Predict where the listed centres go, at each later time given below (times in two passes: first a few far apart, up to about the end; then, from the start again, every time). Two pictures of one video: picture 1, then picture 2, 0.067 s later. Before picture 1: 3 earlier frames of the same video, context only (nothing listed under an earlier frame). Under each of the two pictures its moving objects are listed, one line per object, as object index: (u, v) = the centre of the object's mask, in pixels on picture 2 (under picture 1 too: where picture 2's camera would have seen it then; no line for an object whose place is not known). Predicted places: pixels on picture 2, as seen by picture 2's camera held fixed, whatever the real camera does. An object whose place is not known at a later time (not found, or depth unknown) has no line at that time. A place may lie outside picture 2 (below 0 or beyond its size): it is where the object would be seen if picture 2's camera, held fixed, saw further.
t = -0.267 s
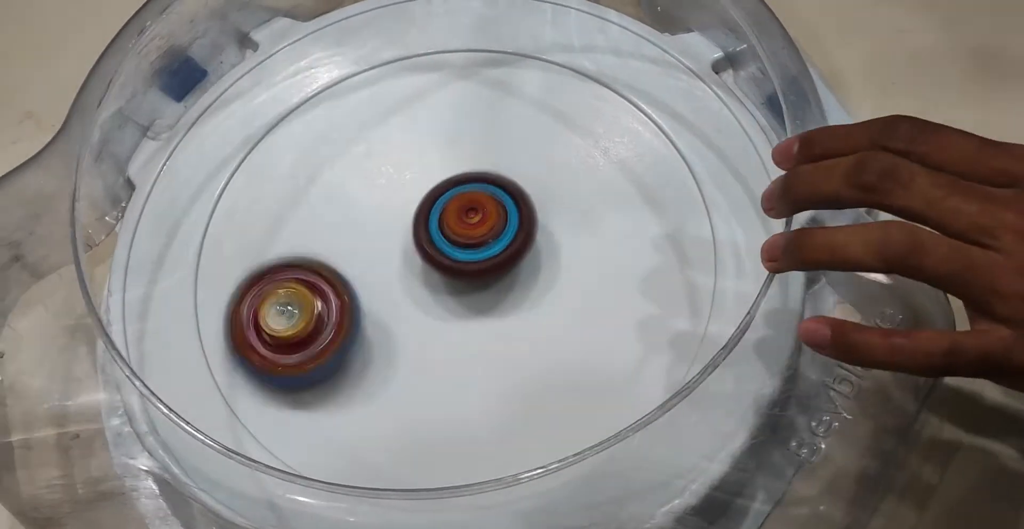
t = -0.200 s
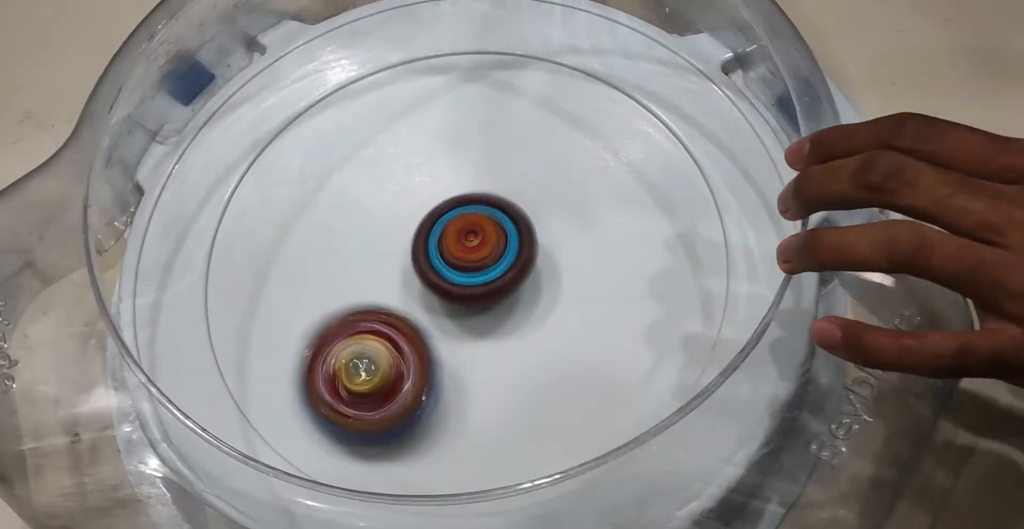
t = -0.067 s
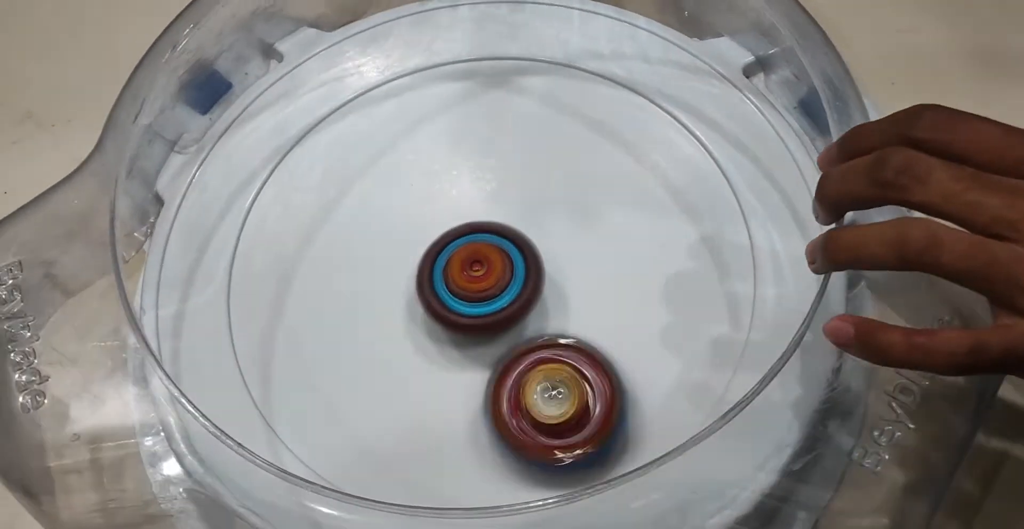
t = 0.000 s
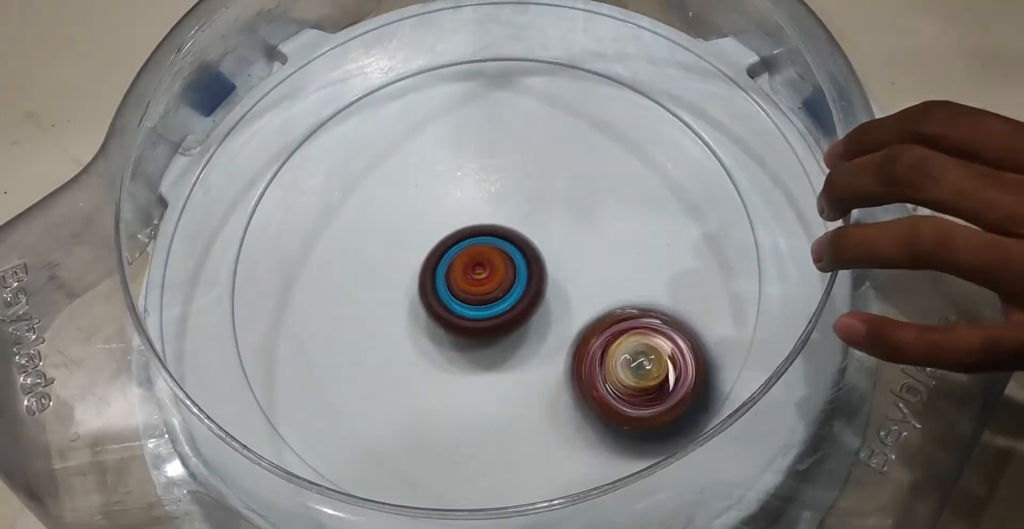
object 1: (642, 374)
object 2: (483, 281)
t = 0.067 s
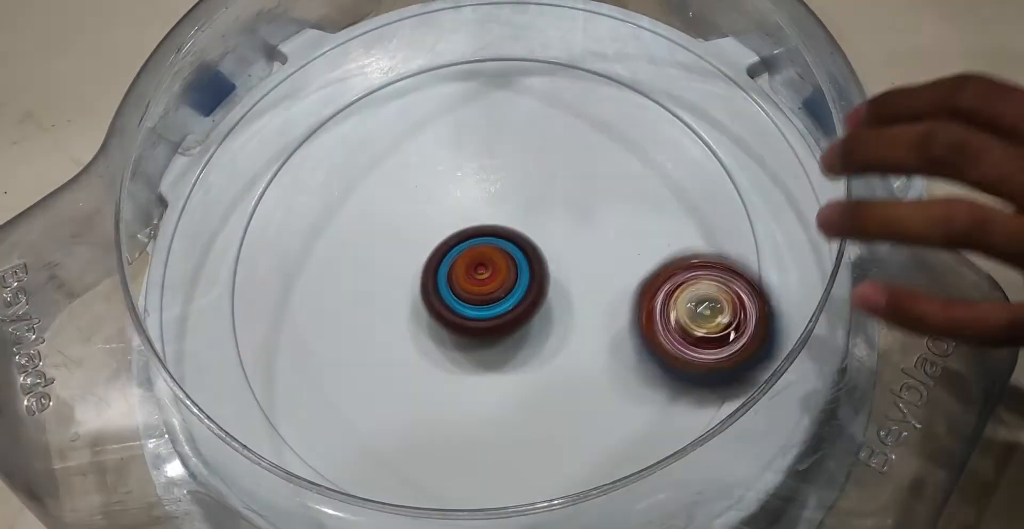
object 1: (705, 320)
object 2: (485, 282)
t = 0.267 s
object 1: (705, 139)
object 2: (498, 265)
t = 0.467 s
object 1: (518, 85)
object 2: (508, 265)
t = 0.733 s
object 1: (345, 298)
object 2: (493, 280)
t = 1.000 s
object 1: (525, 454)
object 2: (471, 270)
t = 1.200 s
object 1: (699, 352)
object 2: (478, 258)
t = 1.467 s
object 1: (530, 145)
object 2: (492, 266)
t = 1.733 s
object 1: (298, 227)
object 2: (478, 264)
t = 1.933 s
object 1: (294, 394)
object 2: (476, 257)
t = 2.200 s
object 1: (570, 382)
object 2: (491, 247)
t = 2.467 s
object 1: (659, 180)
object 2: (452, 222)
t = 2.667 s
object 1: (533, 81)
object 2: (452, 250)
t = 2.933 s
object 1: (345, 211)
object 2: (473, 265)
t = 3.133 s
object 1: (389, 368)
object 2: (497, 262)
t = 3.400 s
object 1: (625, 358)
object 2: (505, 240)
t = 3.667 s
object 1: (615, 163)
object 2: (501, 250)
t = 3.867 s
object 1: (452, 146)
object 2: (496, 264)
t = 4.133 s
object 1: (335, 312)
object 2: (494, 273)
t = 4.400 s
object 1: (525, 411)
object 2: (487, 271)
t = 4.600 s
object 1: (635, 283)
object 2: (480, 269)
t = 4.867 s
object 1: (514, 137)
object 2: (478, 262)
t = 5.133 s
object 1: (335, 218)
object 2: (484, 253)
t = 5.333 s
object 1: (375, 355)
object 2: (496, 249)
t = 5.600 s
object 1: (598, 339)
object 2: (505, 244)
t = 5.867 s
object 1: (618, 167)
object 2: (505, 246)
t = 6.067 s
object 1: (477, 138)
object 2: (500, 259)
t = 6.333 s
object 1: (354, 288)
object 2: (501, 279)
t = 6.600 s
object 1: (485, 414)
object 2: (495, 282)
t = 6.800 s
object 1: (621, 326)
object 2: (483, 270)
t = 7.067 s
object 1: (557, 168)
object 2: (455, 262)
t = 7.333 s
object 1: (396, 116)
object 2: (439, 298)
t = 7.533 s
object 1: (318, 211)
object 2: (451, 298)
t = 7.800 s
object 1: (382, 317)
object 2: (578, 301)
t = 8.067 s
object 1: (523, 284)
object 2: (689, 254)
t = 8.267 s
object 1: (542, 187)
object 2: (670, 241)
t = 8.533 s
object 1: (432, 167)
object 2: (592, 243)
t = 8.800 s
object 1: (363, 286)
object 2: (507, 257)
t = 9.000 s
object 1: (321, 382)
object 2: (546, 222)
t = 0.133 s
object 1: (743, 258)
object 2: (490, 278)
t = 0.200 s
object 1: (742, 193)
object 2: (494, 271)
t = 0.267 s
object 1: (705, 139)
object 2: (498, 265)
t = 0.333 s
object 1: (658, 96)
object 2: (503, 260)
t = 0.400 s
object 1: (591, 78)
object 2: (506, 260)
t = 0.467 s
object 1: (518, 85)
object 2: (508, 265)
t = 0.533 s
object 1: (449, 117)
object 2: (509, 270)
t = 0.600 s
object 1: (394, 168)
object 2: (506, 274)
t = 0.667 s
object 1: (358, 232)
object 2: (500, 279)
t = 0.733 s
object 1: (345, 298)
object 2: (493, 280)
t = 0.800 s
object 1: (358, 360)
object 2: (483, 280)
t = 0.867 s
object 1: (396, 417)
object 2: (476, 280)
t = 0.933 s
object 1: (454, 449)
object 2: (473, 277)
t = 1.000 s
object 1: (525, 454)
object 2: (471, 270)
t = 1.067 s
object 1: (605, 454)
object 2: (470, 265)
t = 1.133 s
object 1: (659, 403)
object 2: (473, 261)
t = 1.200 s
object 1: (699, 352)
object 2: (478, 258)
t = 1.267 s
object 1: (702, 284)
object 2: (484, 258)
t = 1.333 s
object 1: (675, 223)
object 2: (490, 259)
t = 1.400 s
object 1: (625, 178)
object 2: (492, 260)
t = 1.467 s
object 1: (530, 145)
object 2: (492, 266)
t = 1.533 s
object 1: (463, 144)
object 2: (489, 267)
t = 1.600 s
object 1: (400, 158)
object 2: (484, 267)
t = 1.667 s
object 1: (344, 186)
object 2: (481, 267)
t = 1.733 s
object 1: (298, 227)
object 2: (478, 264)
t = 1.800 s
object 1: (270, 278)
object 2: (475, 262)
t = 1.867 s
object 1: (267, 336)
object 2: (475, 260)
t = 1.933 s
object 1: (294, 394)
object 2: (476, 257)
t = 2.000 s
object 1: (353, 433)
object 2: (478, 254)
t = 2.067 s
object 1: (431, 445)
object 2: (483, 251)
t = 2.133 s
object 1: (510, 428)
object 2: (486, 248)
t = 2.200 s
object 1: (570, 382)
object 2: (491, 247)
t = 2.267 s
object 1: (607, 322)
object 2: (495, 245)
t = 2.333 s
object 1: (645, 274)
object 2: (476, 228)
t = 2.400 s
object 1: (666, 229)
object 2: (457, 219)
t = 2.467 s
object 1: (659, 180)
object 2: (452, 222)
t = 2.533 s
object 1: (631, 131)
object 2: (452, 231)
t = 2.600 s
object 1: (587, 96)
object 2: (451, 240)
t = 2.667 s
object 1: (533, 81)
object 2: (452, 250)
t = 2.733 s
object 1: (472, 88)
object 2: (455, 255)
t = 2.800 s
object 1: (416, 117)
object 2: (456, 258)
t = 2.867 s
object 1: (376, 164)
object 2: (460, 257)
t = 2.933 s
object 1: (345, 211)
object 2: (473, 265)
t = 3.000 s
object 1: (333, 264)
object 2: (486, 269)
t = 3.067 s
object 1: (349, 321)
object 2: (492, 269)
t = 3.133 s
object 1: (389, 368)
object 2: (497, 262)
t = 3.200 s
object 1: (443, 400)
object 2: (502, 257)
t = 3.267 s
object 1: (508, 409)
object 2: (503, 249)
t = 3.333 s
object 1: (575, 393)
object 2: (506, 244)
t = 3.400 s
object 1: (625, 358)
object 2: (505, 240)
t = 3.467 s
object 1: (661, 308)
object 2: (506, 238)
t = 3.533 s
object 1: (667, 254)
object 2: (505, 241)
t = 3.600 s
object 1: (653, 204)
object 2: (503, 244)
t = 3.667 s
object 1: (615, 163)
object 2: (501, 250)
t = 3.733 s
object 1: (567, 140)
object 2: (498, 255)
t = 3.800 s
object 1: (508, 132)
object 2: (496, 260)
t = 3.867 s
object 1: (452, 146)
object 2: (496, 264)
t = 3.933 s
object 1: (403, 171)
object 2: (496, 268)
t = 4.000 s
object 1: (361, 212)
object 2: (496, 269)
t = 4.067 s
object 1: (339, 260)
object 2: (496, 272)
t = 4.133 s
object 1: (335, 312)
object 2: (494, 273)
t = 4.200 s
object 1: (359, 363)
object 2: (493, 272)
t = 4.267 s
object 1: (401, 401)
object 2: (492, 272)
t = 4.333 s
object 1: (461, 420)
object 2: (490, 272)
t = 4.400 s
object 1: (525, 411)
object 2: (487, 271)
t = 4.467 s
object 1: (581, 381)
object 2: (484, 270)
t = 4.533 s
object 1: (616, 336)
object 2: (482, 269)
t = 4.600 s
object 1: (635, 283)
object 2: (480, 269)
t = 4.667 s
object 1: (626, 233)
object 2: (478, 267)
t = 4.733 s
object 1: (601, 188)
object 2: (478, 265)
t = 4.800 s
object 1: (564, 156)
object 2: (478, 263)
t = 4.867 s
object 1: (514, 137)
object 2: (478, 262)
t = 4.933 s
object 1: (464, 135)
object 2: (478, 261)
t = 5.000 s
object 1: (411, 148)
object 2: (478, 258)
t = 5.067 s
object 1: (369, 175)
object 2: (481, 254)
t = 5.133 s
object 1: (335, 218)
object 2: (484, 253)
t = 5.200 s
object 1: (326, 264)
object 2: (488, 251)
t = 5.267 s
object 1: (339, 316)
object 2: (492, 250)
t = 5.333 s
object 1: (375, 355)
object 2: (496, 249)
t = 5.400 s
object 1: (431, 383)
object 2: (499, 248)
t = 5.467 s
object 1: (489, 387)
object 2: (503, 246)
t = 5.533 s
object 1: (548, 370)
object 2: (505, 245)
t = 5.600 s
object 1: (598, 339)
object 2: (505, 244)
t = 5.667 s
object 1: (631, 300)
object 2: (504, 242)
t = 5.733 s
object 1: (647, 251)
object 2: (505, 241)
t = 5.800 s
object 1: (644, 205)
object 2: (505, 242)
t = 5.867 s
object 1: (618, 167)
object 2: (505, 246)
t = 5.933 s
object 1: (577, 138)
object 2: (503, 249)
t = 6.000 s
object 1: (529, 128)
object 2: (501, 254)
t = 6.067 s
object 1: (477, 138)
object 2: (500, 259)
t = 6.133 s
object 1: (429, 163)
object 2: (498, 263)
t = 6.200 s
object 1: (393, 198)
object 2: (496, 268)
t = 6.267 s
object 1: (370, 243)
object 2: (496, 273)
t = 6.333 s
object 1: (354, 288)
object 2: (501, 279)
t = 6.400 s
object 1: (362, 332)
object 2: (501, 283)
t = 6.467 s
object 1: (390, 375)
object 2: (499, 284)
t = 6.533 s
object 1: (431, 407)
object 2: (497, 283)
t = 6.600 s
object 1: (485, 414)
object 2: (495, 282)
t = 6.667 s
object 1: (543, 399)
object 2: (493, 280)
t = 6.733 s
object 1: (589, 365)
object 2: (490, 277)
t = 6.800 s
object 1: (621, 326)
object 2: (483, 270)
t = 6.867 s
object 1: (630, 280)
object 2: (474, 268)
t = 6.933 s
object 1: (620, 236)
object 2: (465, 267)
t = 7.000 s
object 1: (593, 197)
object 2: (459, 264)
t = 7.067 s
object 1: (557, 168)
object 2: (455, 262)
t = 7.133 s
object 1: (515, 151)
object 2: (454, 260)
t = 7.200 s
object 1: (475, 134)
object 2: (448, 274)
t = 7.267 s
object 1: (437, 117)
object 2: (438, 294)
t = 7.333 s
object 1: (396, 116)
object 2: (439, 298)
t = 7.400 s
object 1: (356, 133)
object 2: (442, 299)
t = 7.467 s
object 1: (326, 167)
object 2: (447, 298)
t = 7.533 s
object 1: (318, 211)
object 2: (451, 298)
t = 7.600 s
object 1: (332, 254)
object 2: (458, 297)
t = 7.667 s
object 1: (345, 280)
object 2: (496, 305)
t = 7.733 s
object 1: (382, 307)
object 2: (520, 303)
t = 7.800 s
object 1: (382, 317)
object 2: (578, 301)
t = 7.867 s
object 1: (409, 326)
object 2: (625, 291)
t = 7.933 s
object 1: (452, 327)
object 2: (663, 276)
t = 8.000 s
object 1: (493, 311)
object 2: (683, 263)
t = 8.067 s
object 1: (523, 284)
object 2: (689, 254)
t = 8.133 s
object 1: (540, 251)
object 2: (688, 249)
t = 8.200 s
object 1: (546, 218)
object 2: (681, 245)
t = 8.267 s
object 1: (542, 187)
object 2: (670, 241)
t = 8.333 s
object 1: (528, 161)
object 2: (656, 240)
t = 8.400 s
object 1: (500, 145)
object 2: (637, 241)
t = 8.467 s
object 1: (465, 146)
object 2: (618, 242)
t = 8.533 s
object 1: (432, 167)
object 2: (592, 243)
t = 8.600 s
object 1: (415, 201)
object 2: (560, 248)
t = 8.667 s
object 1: (401, 233)
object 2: (535, 252)
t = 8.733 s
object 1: (372, 257)
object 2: (525, 257)
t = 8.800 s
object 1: (363, 286)
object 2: (507, 257)
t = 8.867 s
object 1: (364, 321)
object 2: (492, 254)
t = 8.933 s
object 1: (328, 357)
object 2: (537, 235)
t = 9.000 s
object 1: (321, 382)
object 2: (546, 222)
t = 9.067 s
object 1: (339, 408)
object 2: (547, 211)
